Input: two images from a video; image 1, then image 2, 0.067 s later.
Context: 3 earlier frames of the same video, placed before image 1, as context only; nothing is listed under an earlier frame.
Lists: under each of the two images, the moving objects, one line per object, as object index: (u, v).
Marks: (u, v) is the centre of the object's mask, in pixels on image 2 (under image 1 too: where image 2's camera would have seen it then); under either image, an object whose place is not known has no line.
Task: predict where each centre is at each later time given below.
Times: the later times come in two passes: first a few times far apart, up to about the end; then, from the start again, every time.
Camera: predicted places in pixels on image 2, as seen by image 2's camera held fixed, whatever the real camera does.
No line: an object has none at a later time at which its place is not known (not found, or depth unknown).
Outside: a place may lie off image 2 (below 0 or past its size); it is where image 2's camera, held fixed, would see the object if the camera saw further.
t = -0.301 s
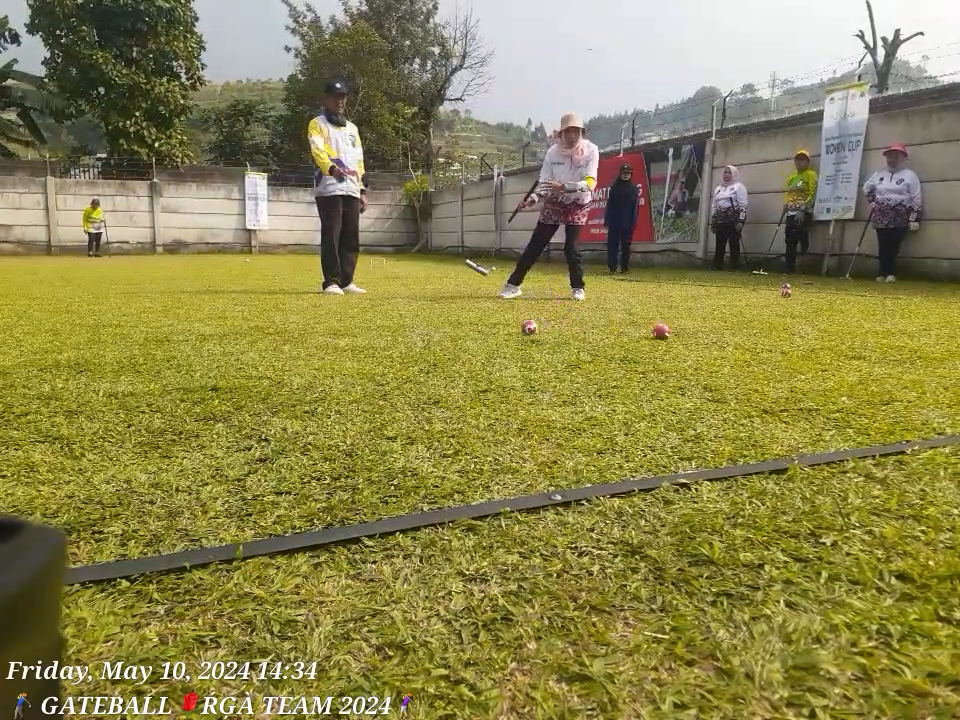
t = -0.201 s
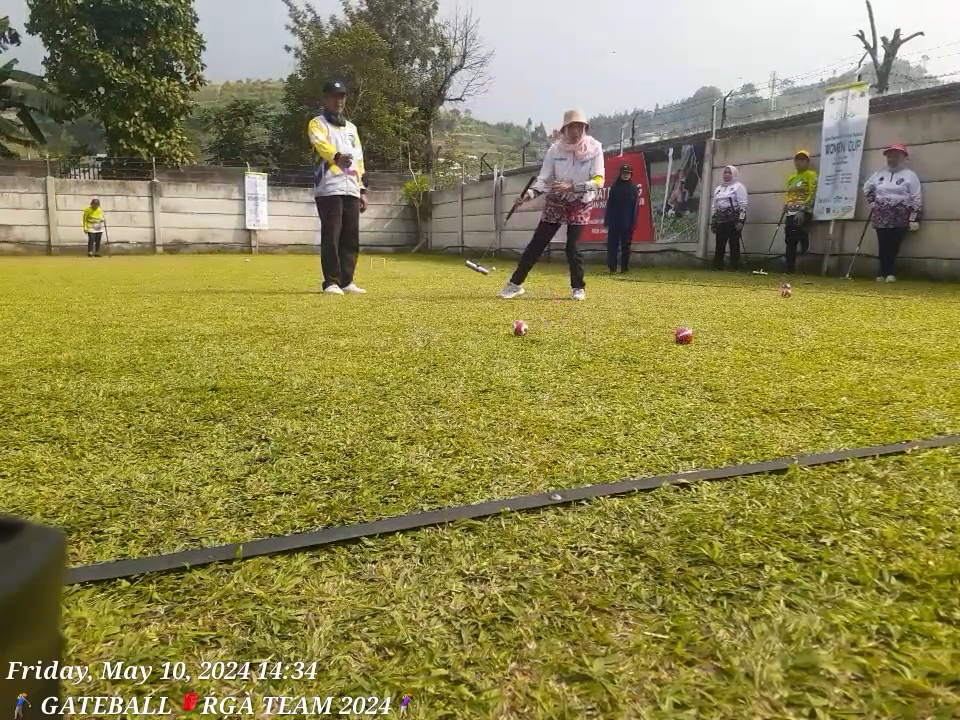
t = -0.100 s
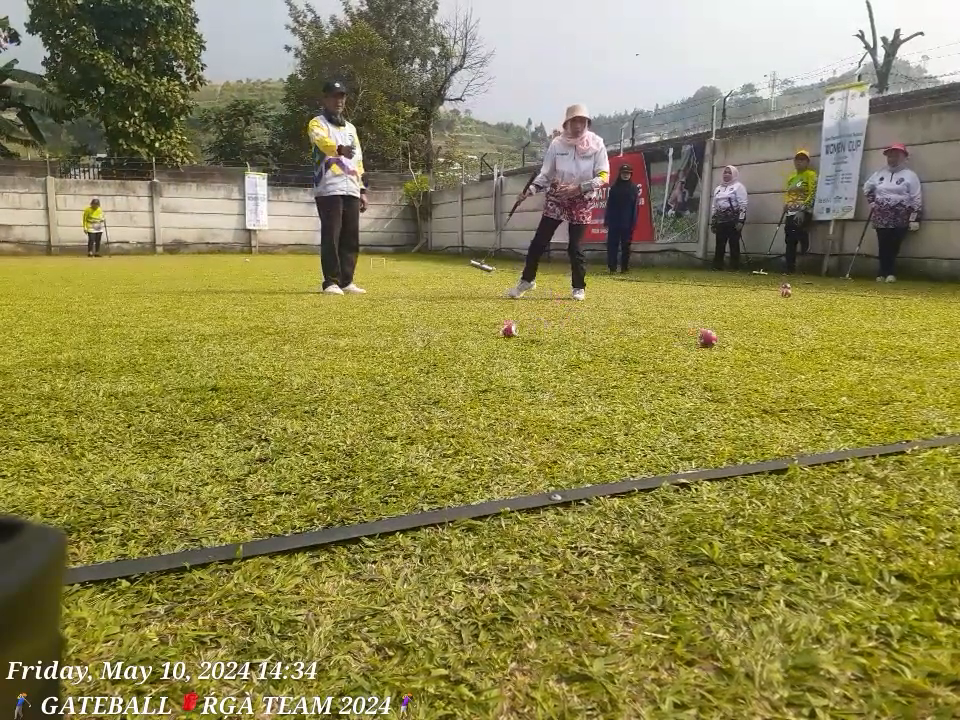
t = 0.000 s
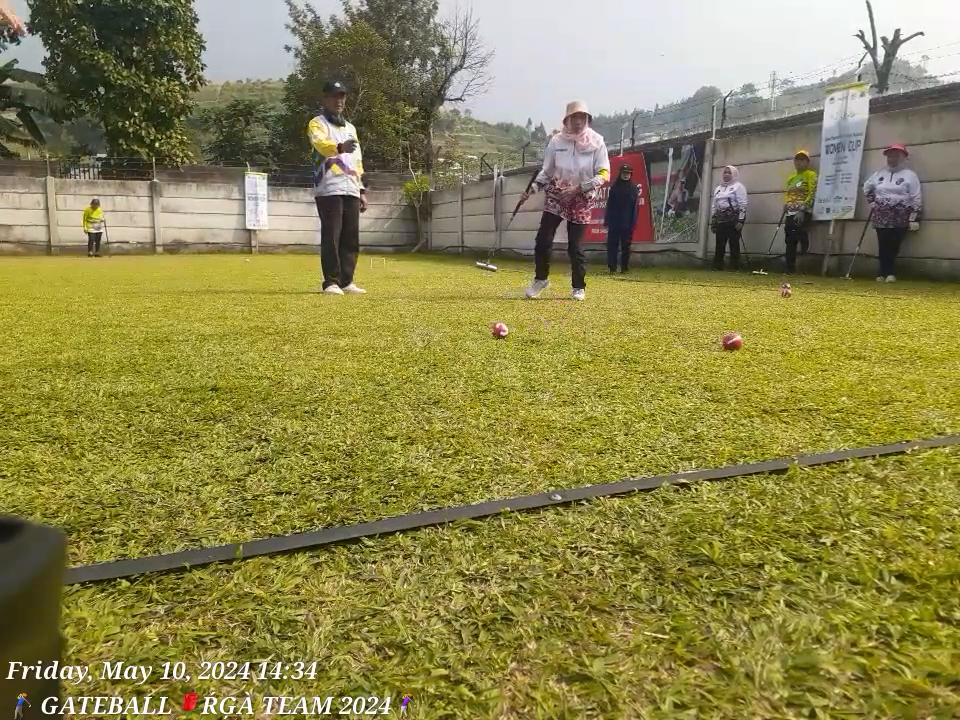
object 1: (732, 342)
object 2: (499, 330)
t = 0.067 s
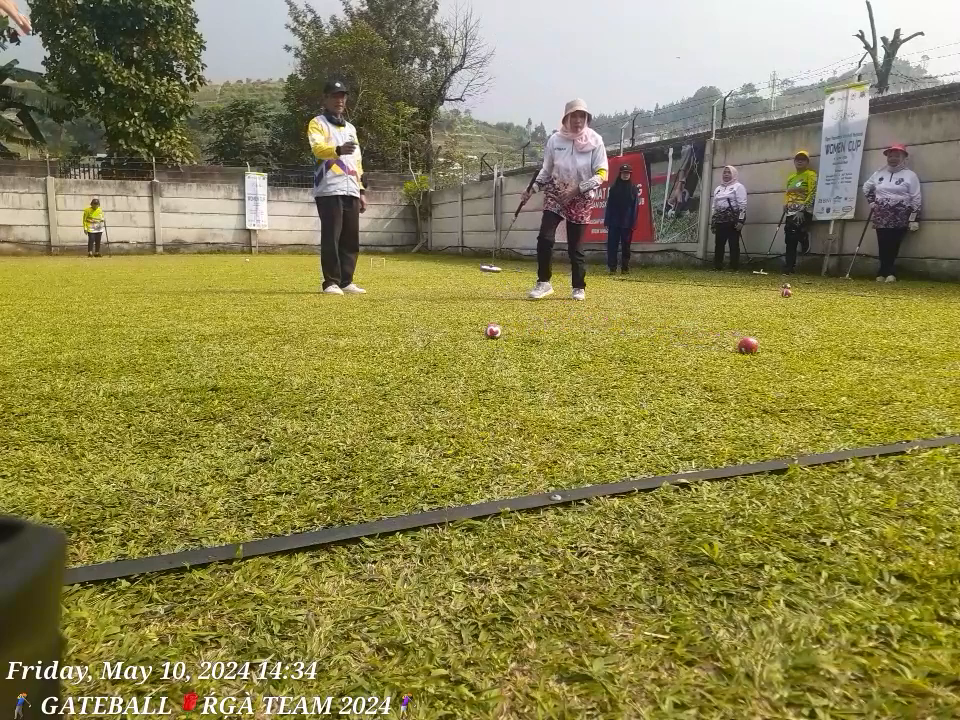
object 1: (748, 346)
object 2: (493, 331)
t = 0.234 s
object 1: (788, 349)
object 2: (481, 330)
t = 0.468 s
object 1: (833, 351)
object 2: (474, 331)
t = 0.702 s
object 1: (864, 354)
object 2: (470, 330)
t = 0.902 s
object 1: (882, 356)
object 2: (467, 330)
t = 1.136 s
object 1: (891, 356)
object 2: (466, 330)
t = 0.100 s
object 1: (755, 347)
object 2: (490, 331)
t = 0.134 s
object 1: (763, 347)
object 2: (487, 330)
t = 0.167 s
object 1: (771, 347)
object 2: (485, 330)
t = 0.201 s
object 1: (780, 348)
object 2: (483, 330)
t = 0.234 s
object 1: (788, 349)
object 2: (481, 330)
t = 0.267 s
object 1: (795, 350)
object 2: (480, 331)
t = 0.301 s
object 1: (803, 350)
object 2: (478, 331)
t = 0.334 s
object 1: (809, 351)
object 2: (476, 331)
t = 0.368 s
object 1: (816, 351)
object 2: (475, 331)
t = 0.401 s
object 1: (821, 351)
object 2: (474, 331)
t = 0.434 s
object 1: (828, 352)
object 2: (474, 331)
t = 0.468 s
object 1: (833, 351)
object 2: (474, 331)
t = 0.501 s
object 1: (837, 352)
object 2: (473, 330)
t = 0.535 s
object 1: (843, 352)
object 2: (473, 330)
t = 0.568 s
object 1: (848, 352)
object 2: (472, 330)
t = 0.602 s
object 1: (852, 353)
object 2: (472, 330)
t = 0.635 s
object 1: (856, 354)
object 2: (471, 330)
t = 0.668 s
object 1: (860, 354)
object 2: (470, 330)
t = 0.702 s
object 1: (864, 354)
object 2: (470, 330)
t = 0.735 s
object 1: (867, 354)
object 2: (469, 330)
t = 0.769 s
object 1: (870, 355)
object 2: (469, 330)
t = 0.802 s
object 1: (875, 356)
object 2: (468, 330)
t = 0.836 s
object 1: (877, 356)
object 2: (468, 330)
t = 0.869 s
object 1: (880, 356)
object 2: (468, 330)
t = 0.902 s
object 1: (882, 356)
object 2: (467, 330)
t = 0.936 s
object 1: (884, 356)
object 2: (467, 330)
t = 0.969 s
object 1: (886, 356)
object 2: (466, 330)
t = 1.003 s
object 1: (888, 357)
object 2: (466, 330)
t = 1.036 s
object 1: (889, 356)
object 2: (466, 330)
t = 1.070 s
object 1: (891, 357)
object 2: (466, 330)
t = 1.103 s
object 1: (891, 357)
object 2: (466, 330)
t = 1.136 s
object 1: (891, 356)
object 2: (466, 330)
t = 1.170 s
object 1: (891, 357)
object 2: (466, 330)
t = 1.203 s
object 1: (891, 356)
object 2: (466, 330)
